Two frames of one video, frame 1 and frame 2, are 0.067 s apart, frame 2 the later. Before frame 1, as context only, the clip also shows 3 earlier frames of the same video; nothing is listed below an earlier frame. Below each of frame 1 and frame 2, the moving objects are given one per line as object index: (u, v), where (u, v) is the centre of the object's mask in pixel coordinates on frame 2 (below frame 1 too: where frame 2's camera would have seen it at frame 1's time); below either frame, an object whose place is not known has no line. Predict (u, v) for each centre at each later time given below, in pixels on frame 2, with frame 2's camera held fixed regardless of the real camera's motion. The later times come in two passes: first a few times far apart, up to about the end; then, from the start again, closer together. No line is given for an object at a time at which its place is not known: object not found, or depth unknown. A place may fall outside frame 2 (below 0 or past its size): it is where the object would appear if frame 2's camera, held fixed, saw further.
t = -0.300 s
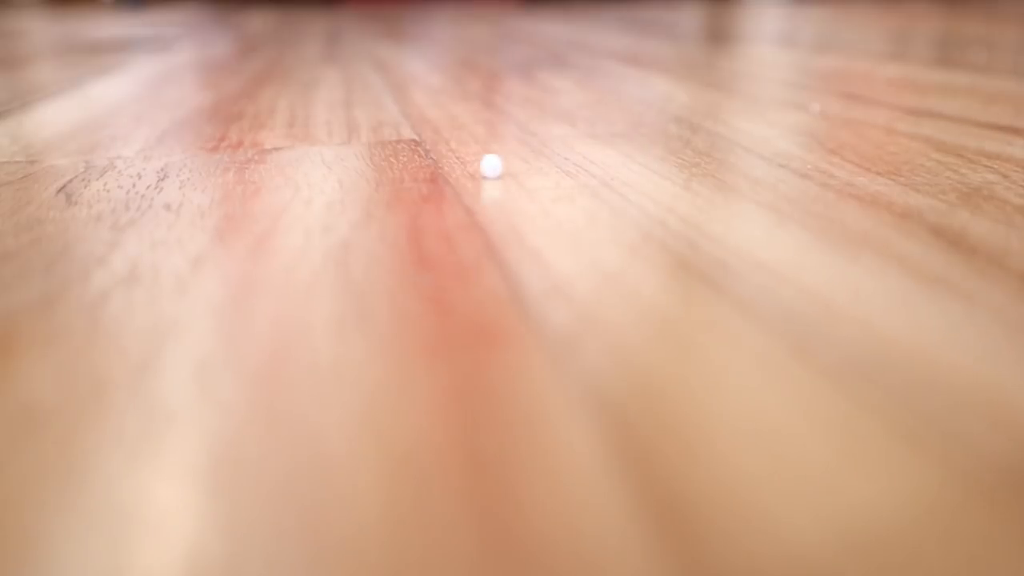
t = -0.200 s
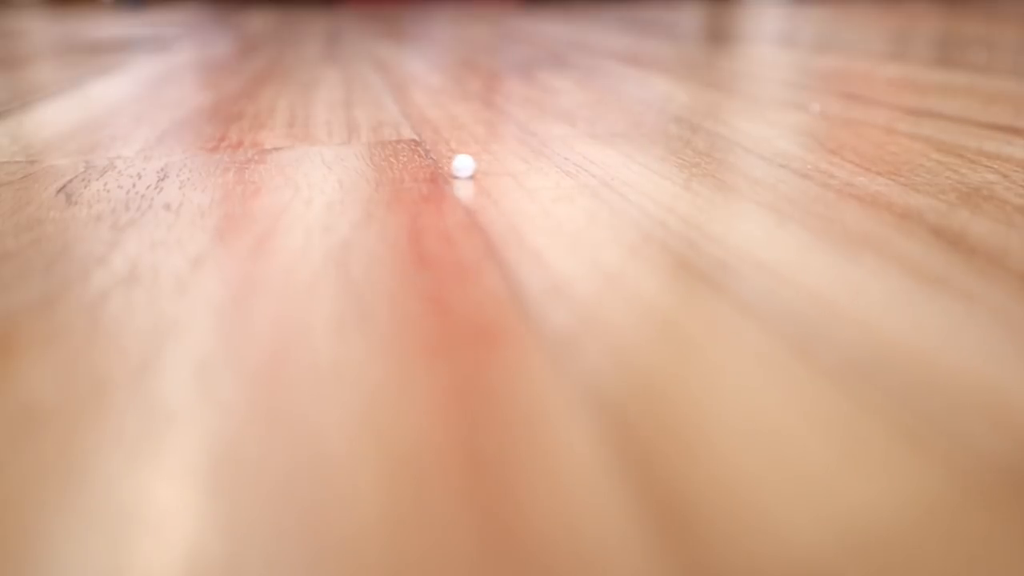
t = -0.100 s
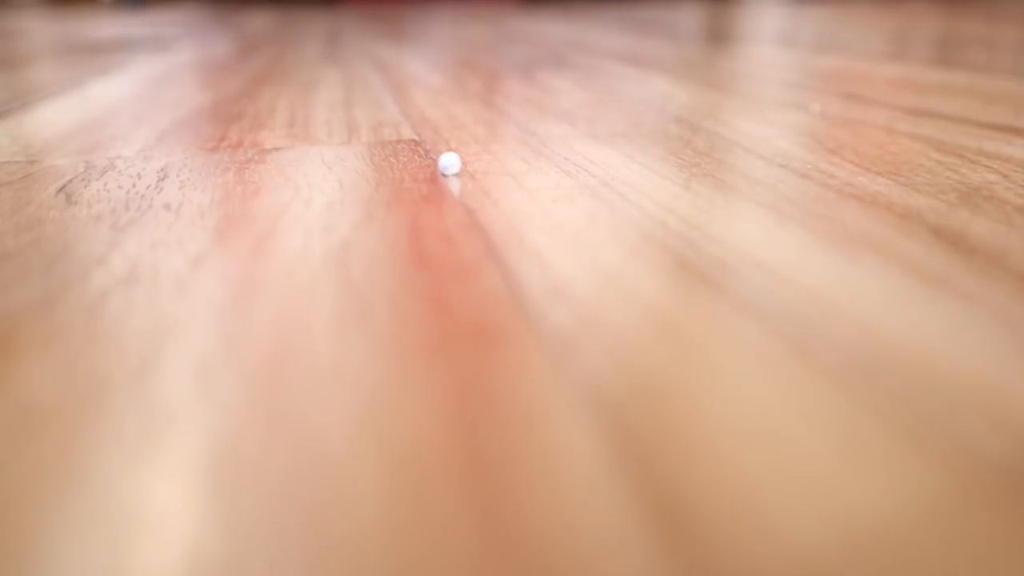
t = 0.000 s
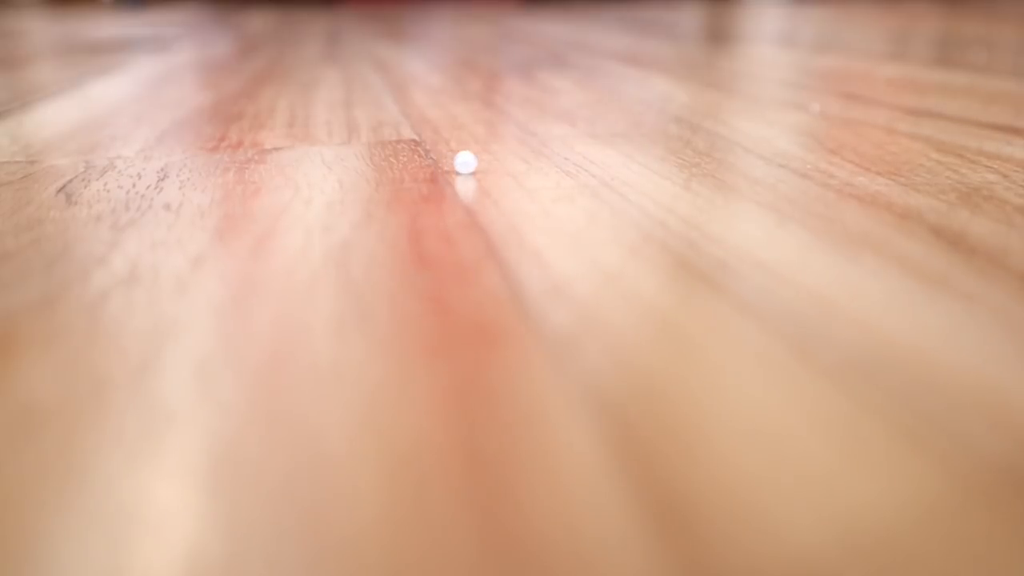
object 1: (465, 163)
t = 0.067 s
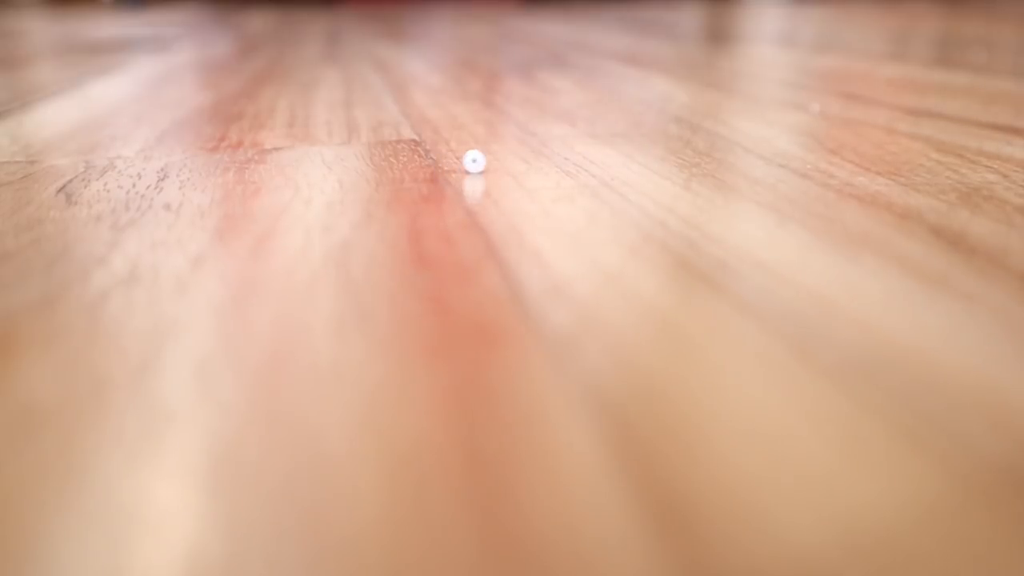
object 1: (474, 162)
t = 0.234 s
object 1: (503, 160)
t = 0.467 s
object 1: (551, 158)
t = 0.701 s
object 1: (595, 156)
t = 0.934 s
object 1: (619, 154)
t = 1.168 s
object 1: (645, 153)
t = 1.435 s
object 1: (674, 153)
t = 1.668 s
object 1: (678, 154)
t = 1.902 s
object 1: (678, 154)
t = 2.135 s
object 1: (678, 154)
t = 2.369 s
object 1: (679, 154)
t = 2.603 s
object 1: (679, 154)
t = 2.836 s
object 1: (679, 154)
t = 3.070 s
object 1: (679, 154)
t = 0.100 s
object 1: (478, 161)
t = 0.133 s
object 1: (482, 161)
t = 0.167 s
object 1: (490, 161)
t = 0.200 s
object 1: (496, 160)
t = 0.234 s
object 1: (503, 160)
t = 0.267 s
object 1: (509, 159)
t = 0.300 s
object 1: (515, 159)
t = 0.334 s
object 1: (525, 159)
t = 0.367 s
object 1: (532, 159)
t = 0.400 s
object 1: (538, 158)
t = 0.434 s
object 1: (545, 158)
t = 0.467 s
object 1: (551, 158)
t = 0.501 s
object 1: (559, 157)
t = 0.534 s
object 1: (565, 157)
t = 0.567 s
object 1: (571, 156)
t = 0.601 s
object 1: (580, 157)
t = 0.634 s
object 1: (585, 157)
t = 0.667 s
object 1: (590, 157)
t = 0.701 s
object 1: (595, 156)
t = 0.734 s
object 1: (598, 156)
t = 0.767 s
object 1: (602, 156)
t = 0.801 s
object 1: (604, 156)
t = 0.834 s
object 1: (609, 155)
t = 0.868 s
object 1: (613, 154)
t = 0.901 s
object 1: (616, 154)
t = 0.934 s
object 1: (619, 154)
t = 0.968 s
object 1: (624, 154)
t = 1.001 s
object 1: (629, 154)
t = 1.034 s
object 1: (632, 154)
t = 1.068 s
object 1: (635, 154)
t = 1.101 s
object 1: (638, 154)
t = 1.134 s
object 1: (641, 153)
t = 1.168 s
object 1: (645, 153)
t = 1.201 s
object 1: (648, 153)
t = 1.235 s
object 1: (651, 153)
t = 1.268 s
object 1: (654, 152)
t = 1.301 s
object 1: (658, 152)
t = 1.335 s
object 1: (663, 152)
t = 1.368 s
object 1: (666, 152)
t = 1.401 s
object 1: (669, 152)
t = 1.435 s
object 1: (674, 153)
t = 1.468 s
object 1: (679, 153)
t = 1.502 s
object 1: (678, 154)
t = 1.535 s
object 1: (679, 154)
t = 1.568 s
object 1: (678, 154)
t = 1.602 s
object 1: (678, 154)
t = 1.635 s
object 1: (678, 154)
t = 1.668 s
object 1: (678, 154)
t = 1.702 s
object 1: (678, 154)
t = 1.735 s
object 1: (678, 154)
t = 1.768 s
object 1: (678, 154)
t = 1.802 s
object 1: (678, 154)
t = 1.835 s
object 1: (678, 154)
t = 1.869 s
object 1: (678, 154)
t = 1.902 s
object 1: (678, 154)
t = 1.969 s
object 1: (678, 154)
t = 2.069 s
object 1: (678, 154)
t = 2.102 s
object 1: (678, 154)
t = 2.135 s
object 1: (678, 154)
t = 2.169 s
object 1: (678, 154)
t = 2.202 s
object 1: (679, 154)
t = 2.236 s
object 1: (679, 154)
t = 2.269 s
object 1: (679, 154)
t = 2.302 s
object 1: (679, 154)
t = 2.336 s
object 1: (679, 154)
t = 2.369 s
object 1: (679, 154)
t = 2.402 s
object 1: (679, 154)
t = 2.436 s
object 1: (678, 154)
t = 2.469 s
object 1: (679, 154)
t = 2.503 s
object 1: (679, 154)
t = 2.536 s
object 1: (679, 154)
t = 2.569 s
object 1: (679, 154)
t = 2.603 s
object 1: (679, 154)
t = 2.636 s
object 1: (679, 154)
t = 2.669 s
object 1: (679, 154)
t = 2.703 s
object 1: (679, 154)
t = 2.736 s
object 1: (679, 154)
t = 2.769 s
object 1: (679, 154)
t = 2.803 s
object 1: (679, 154)
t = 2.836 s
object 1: (679, 154)
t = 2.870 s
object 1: (679, 154)
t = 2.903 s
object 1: (679, 154)
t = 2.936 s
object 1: (679, 154)
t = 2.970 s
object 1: (679, 154)
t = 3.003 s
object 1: (679, 154)
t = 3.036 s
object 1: (679, 154)
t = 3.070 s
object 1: (679, 154)
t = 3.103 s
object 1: (679, 154)
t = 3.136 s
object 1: (679, 154)
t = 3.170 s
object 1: (679, 154)
